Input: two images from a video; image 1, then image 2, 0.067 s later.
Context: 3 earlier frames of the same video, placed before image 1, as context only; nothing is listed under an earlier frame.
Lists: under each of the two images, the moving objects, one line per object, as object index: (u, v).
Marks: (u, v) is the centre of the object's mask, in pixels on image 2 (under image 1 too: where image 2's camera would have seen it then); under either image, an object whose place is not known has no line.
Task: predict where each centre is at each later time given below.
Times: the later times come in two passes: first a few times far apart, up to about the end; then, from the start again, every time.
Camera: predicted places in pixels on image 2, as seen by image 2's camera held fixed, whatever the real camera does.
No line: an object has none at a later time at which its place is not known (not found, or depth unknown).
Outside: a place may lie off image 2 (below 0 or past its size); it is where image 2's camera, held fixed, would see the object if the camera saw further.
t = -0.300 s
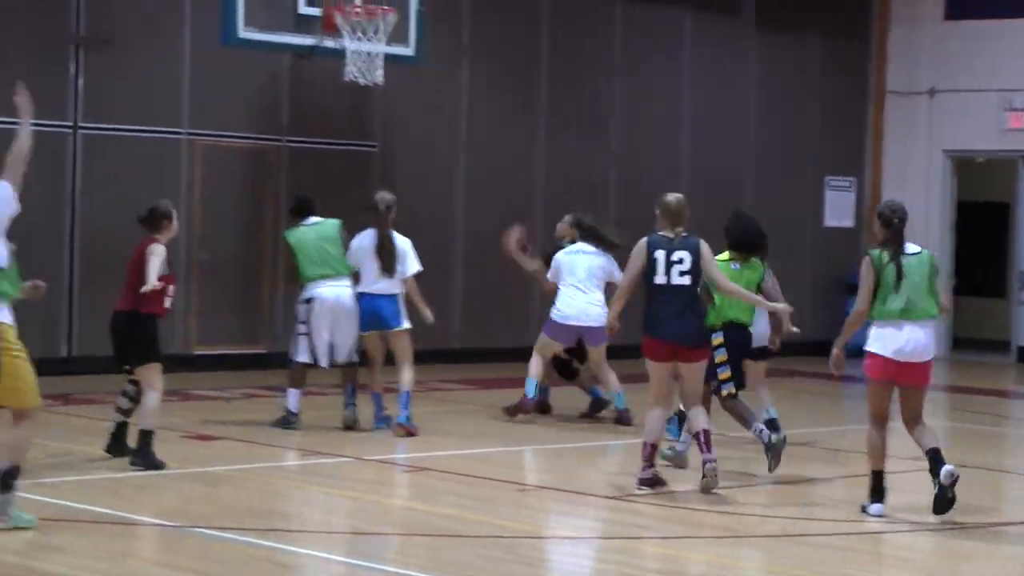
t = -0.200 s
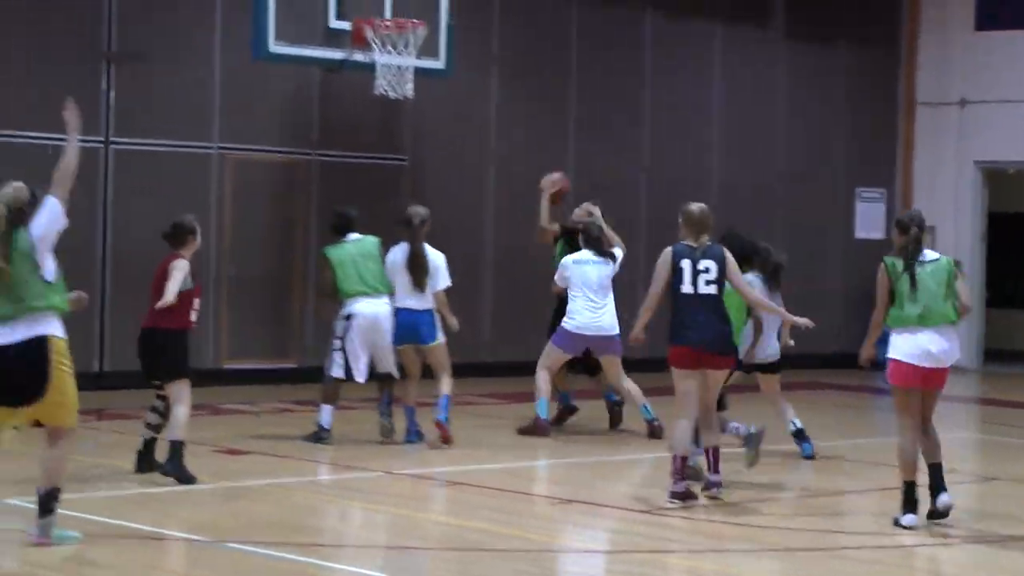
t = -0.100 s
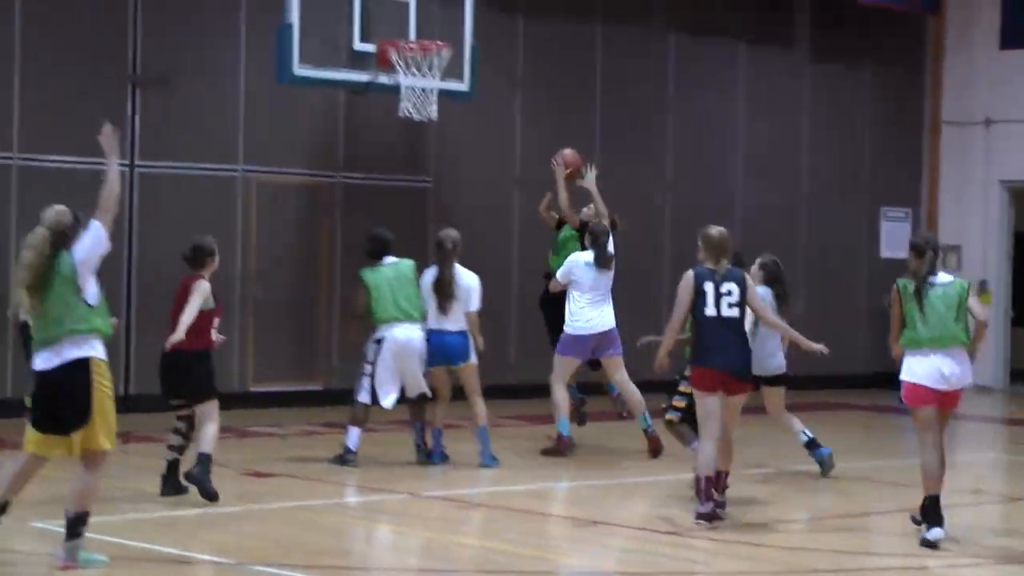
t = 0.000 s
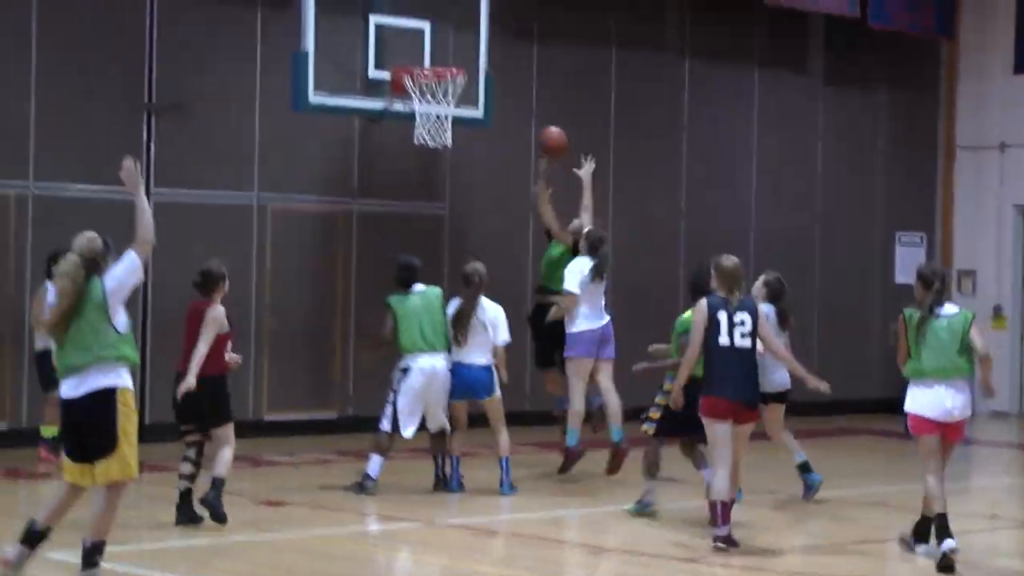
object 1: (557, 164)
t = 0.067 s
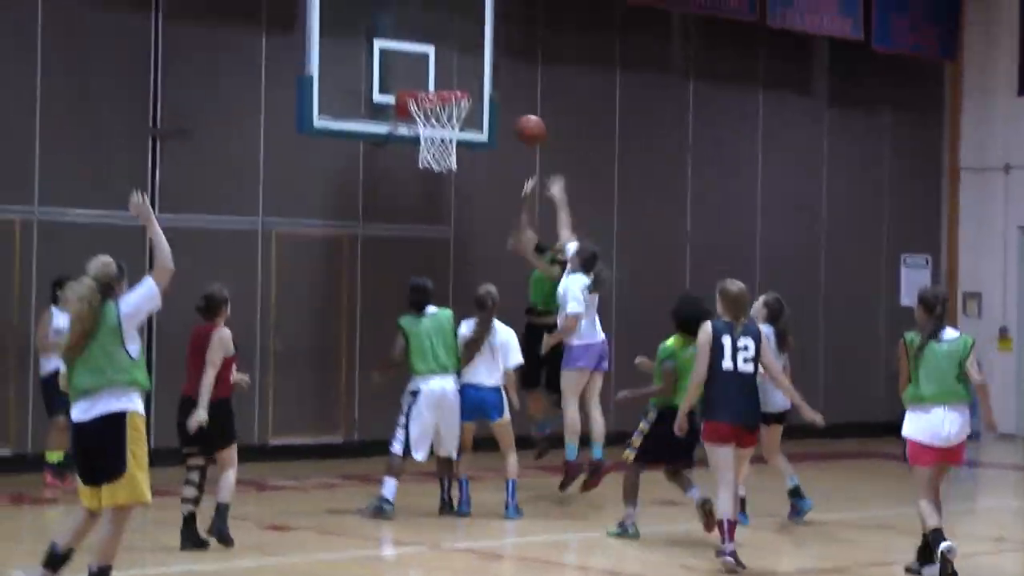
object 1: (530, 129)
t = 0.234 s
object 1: (468, 70)
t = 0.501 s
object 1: (457, 78)
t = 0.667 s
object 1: (434, 100)
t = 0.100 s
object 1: (517, 114)
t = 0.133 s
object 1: (504, 100)
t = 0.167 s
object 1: (491, 88)
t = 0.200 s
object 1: (475, 77)
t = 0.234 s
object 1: (468, 70)
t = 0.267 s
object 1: (466, 66)
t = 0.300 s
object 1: (465, 63)
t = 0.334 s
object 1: (463, 62)
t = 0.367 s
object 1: (462, 62)
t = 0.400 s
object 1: (461, 64)
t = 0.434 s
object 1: (460, 68)
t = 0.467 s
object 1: (458, 72)
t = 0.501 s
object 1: (457, 78)
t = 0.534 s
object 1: (456, 82)
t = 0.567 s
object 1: (450, 84)
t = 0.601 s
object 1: (443, 85)
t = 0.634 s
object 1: (435, 89)
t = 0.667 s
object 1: (434, 100)
